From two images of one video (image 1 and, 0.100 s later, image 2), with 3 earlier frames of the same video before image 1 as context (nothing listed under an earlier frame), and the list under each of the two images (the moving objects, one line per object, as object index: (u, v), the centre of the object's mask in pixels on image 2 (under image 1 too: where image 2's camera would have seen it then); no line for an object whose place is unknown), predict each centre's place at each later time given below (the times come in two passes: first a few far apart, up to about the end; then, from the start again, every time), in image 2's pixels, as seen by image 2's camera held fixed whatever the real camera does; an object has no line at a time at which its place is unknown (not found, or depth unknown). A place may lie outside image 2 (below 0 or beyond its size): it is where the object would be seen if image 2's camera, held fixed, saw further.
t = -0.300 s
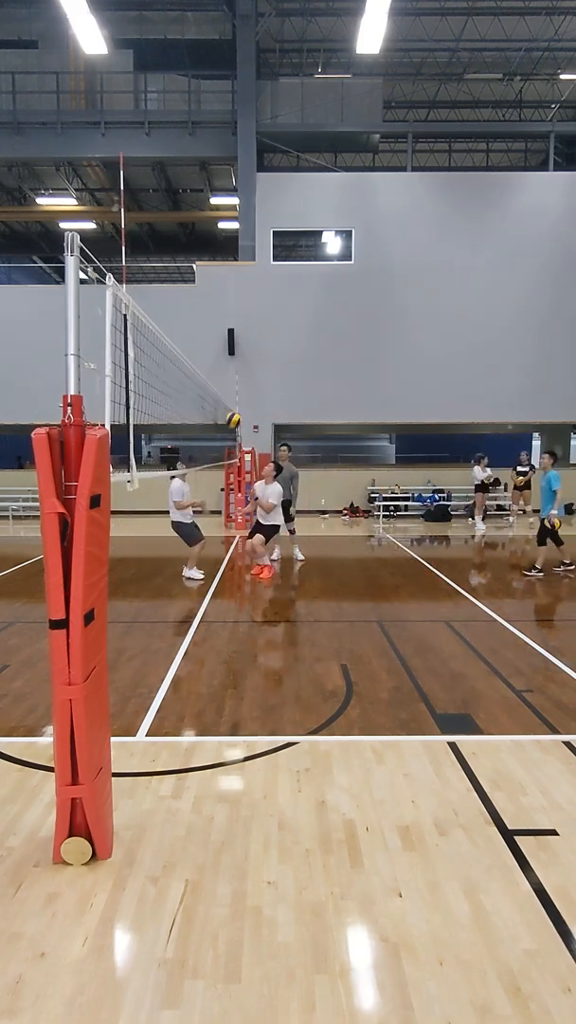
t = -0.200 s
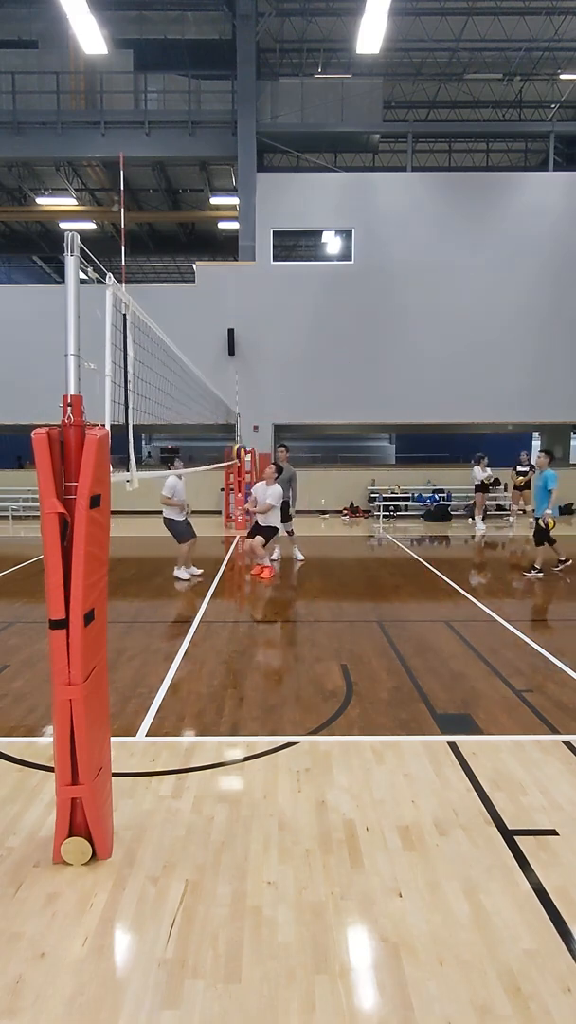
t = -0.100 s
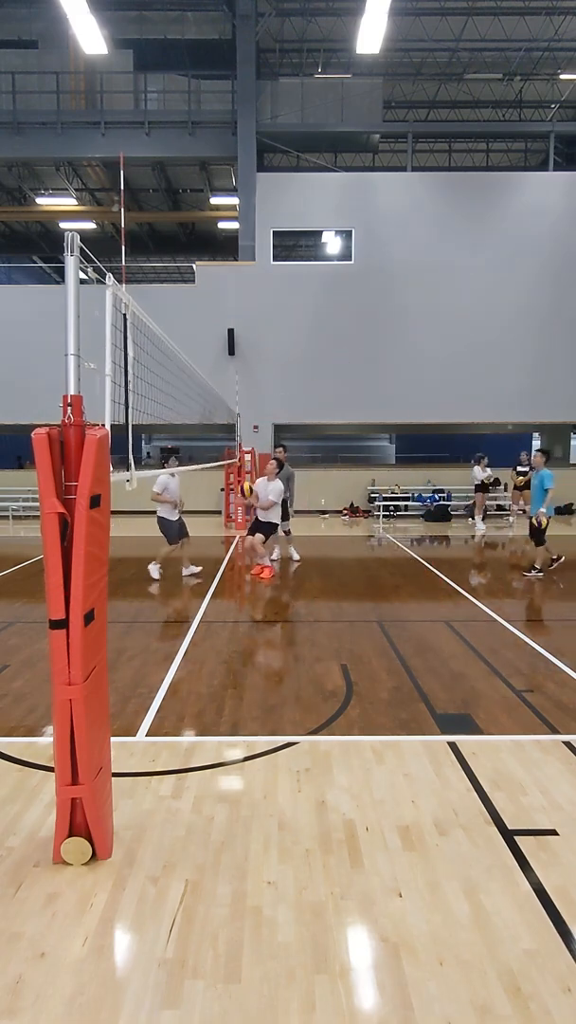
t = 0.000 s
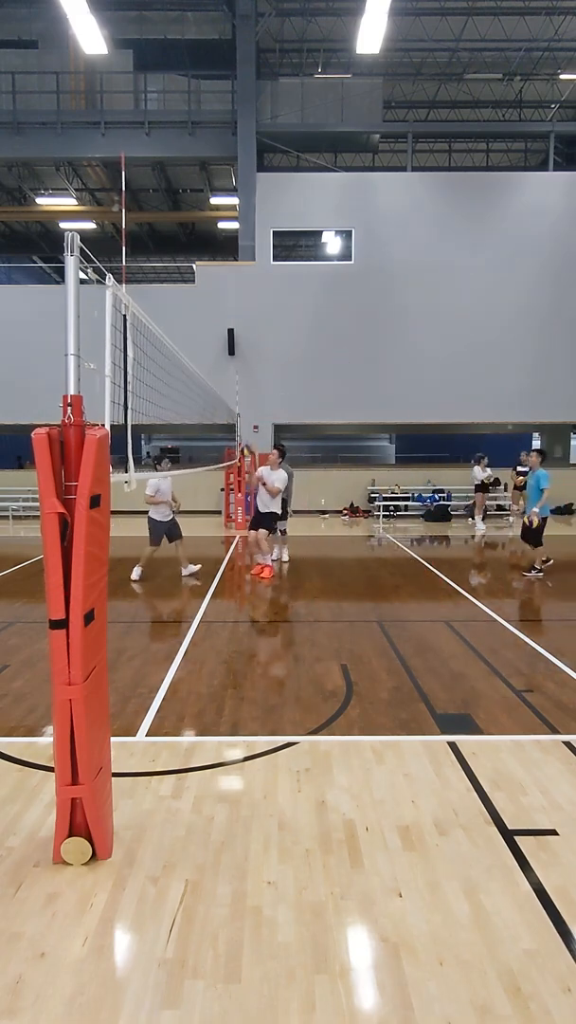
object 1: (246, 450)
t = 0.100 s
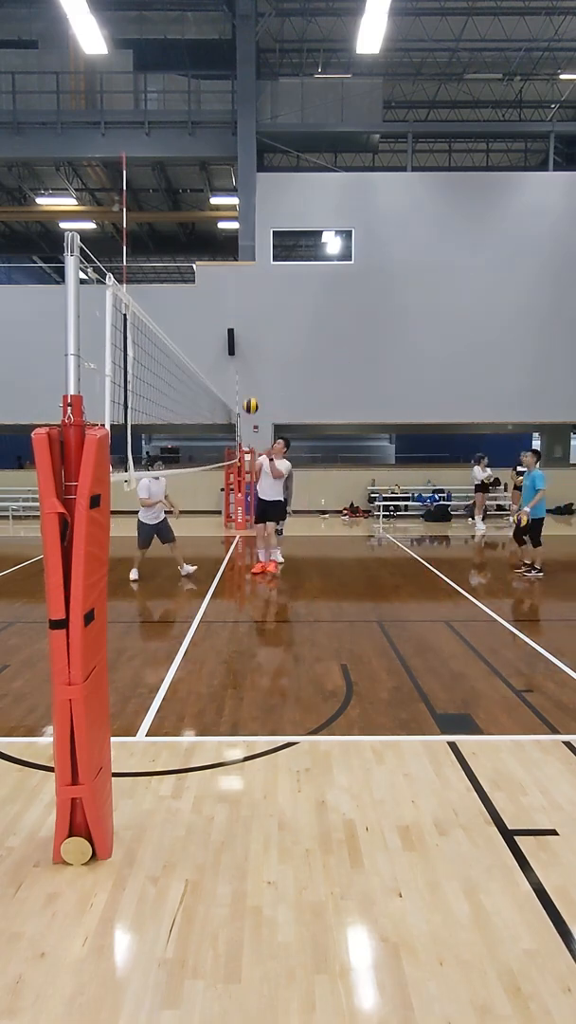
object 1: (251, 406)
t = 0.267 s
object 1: (256, 349)
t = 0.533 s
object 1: (265, 304)
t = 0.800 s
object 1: (272, 312)
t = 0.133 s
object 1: (252, 393)
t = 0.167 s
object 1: (253, 380)
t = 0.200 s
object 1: (254, 369)
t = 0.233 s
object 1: (256, 358)
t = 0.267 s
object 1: (256, 349)
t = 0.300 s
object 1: (257, 340)
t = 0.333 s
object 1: (258, 332)
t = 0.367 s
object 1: (259, 325)
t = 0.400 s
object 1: (261, 319)
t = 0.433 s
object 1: (262, 314)
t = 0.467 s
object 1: (262, 310)
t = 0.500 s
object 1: (263, 306)
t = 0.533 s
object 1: (265, 304)
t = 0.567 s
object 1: (265, 302)
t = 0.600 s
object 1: (266, 301)
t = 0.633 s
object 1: (268, 301)
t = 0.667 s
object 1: (268, 301)
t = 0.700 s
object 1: (269, 303)
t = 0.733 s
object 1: (270, 305)
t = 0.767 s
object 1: (271, 308)
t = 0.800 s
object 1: (272, 312)
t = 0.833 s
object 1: (273, 318)
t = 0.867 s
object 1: (274, 323)
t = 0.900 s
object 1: (275, 330)
